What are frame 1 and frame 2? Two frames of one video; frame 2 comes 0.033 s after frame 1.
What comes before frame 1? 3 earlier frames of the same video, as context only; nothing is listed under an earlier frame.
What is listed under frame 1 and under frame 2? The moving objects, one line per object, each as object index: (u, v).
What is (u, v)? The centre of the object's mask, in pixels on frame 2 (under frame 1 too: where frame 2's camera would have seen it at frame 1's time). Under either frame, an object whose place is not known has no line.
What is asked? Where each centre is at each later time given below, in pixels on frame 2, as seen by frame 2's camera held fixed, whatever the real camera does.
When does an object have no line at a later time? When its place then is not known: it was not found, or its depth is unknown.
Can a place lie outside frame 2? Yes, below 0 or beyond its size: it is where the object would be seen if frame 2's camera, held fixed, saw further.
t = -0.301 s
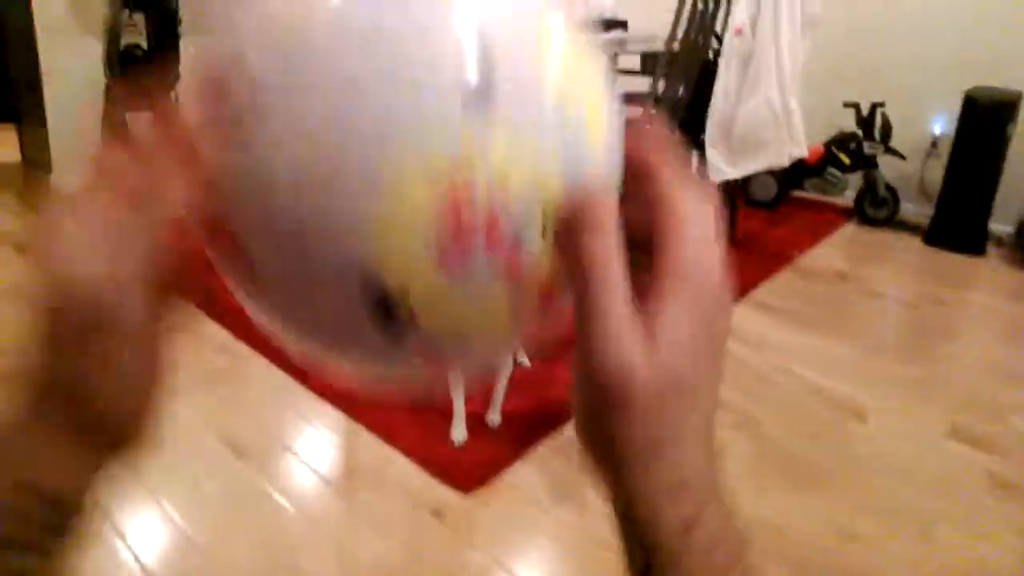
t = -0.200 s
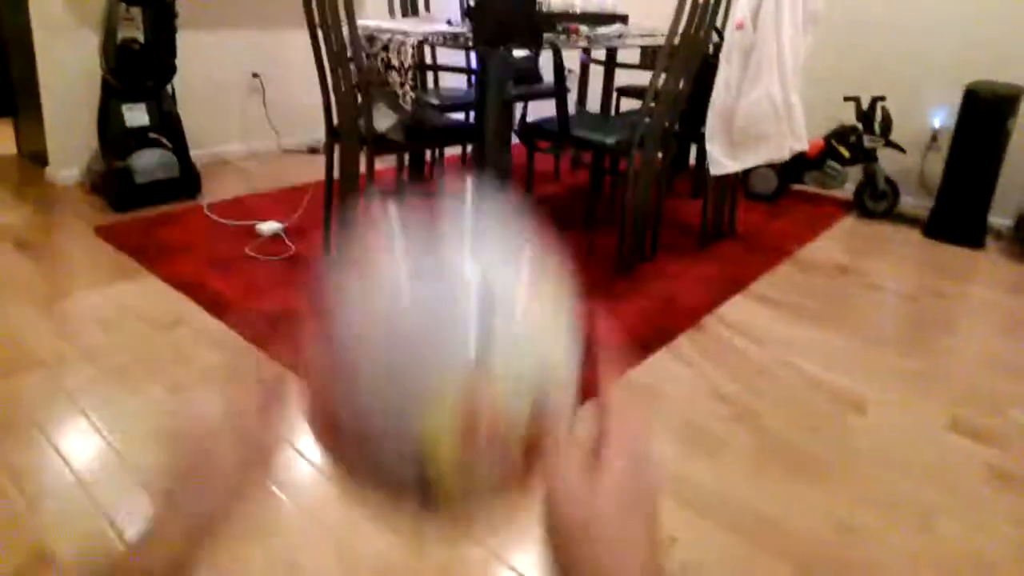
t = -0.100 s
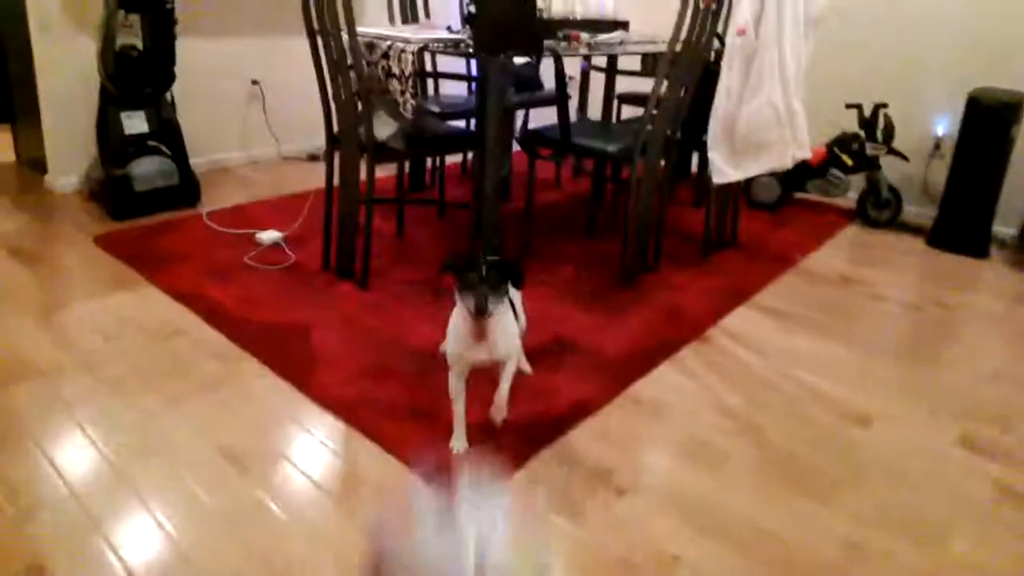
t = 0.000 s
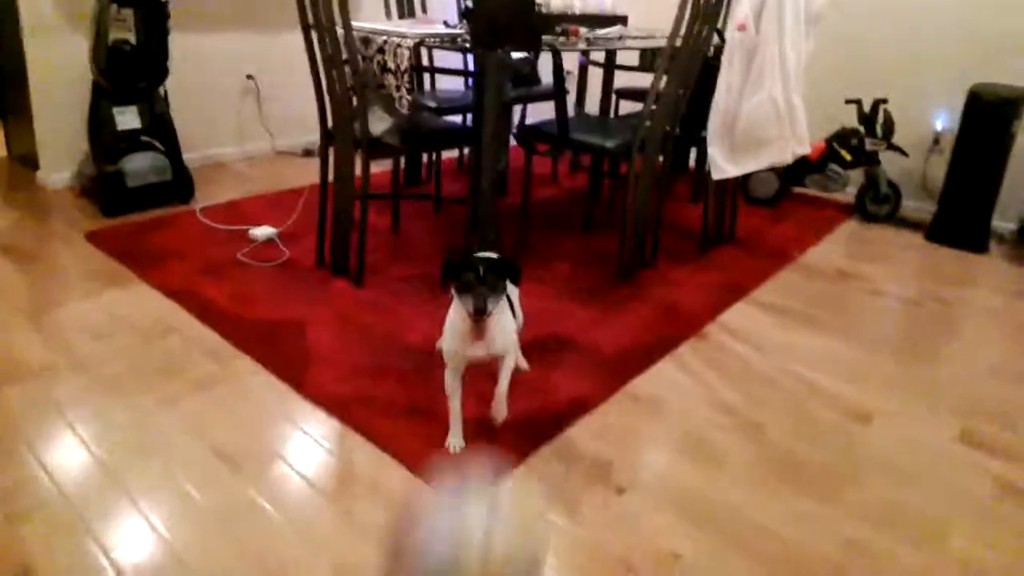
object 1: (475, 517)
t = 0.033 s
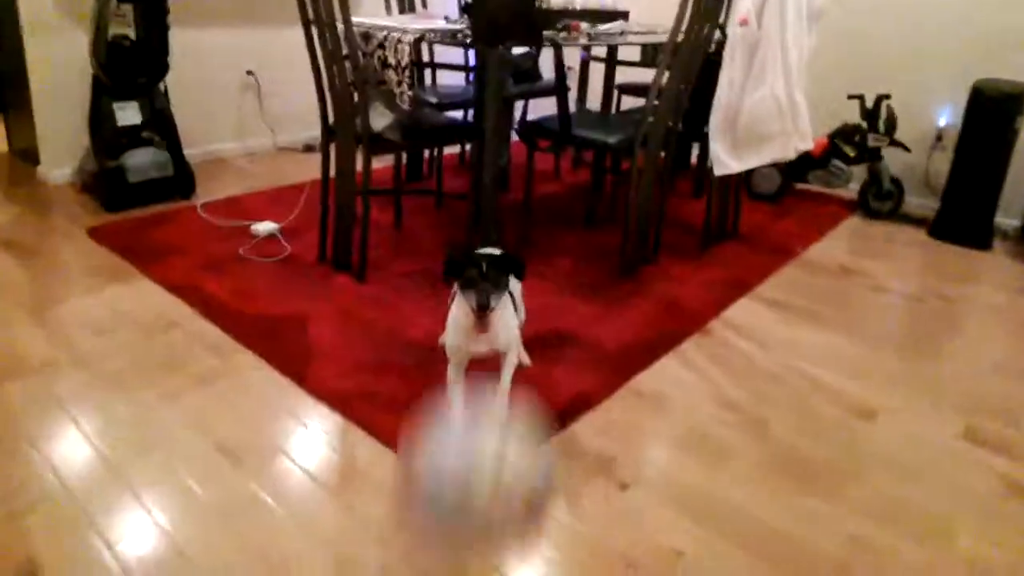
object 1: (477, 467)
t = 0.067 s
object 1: (481, 411)
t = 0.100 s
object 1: (491, 345)
